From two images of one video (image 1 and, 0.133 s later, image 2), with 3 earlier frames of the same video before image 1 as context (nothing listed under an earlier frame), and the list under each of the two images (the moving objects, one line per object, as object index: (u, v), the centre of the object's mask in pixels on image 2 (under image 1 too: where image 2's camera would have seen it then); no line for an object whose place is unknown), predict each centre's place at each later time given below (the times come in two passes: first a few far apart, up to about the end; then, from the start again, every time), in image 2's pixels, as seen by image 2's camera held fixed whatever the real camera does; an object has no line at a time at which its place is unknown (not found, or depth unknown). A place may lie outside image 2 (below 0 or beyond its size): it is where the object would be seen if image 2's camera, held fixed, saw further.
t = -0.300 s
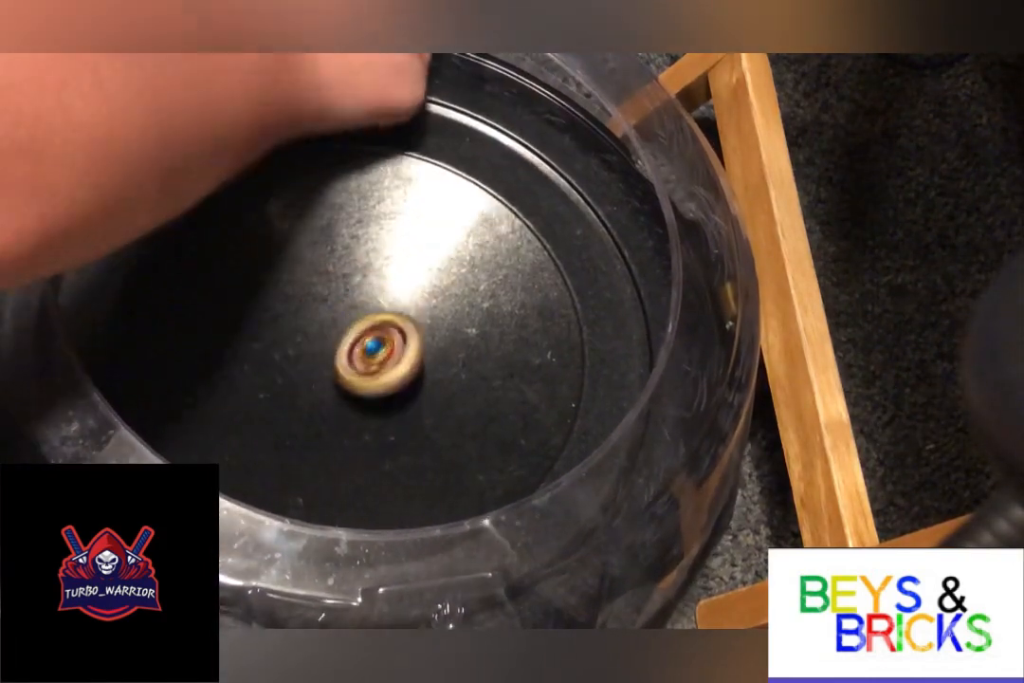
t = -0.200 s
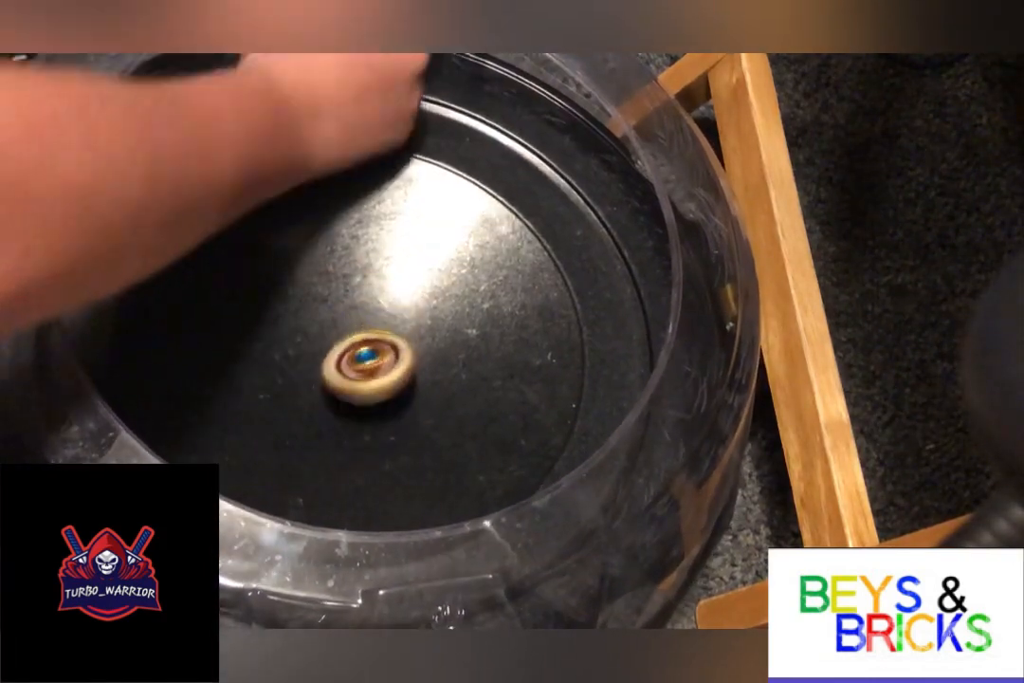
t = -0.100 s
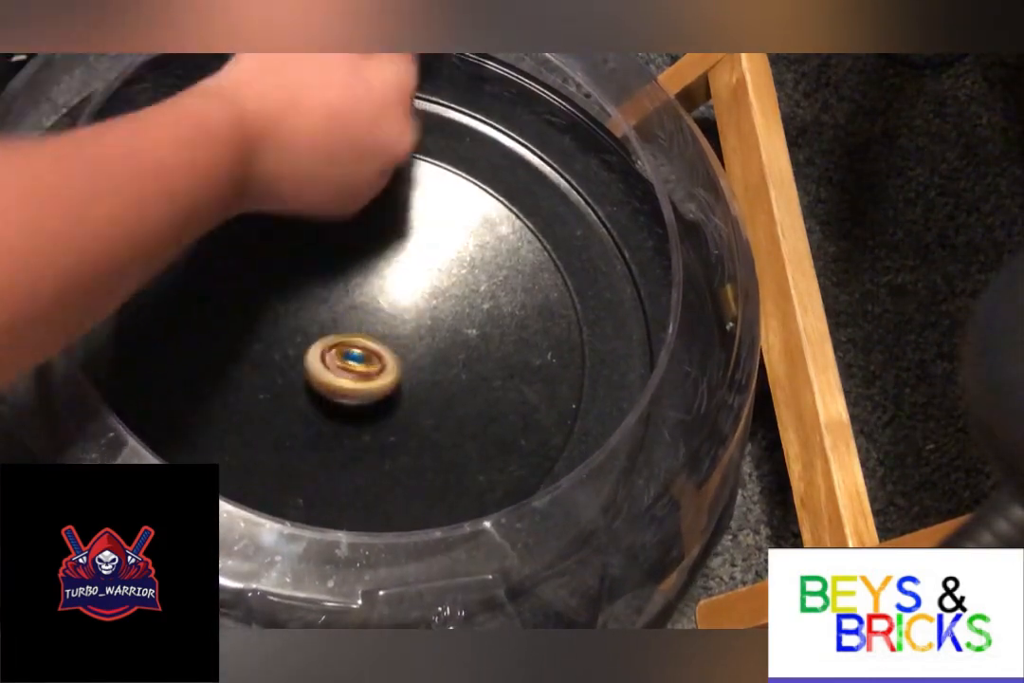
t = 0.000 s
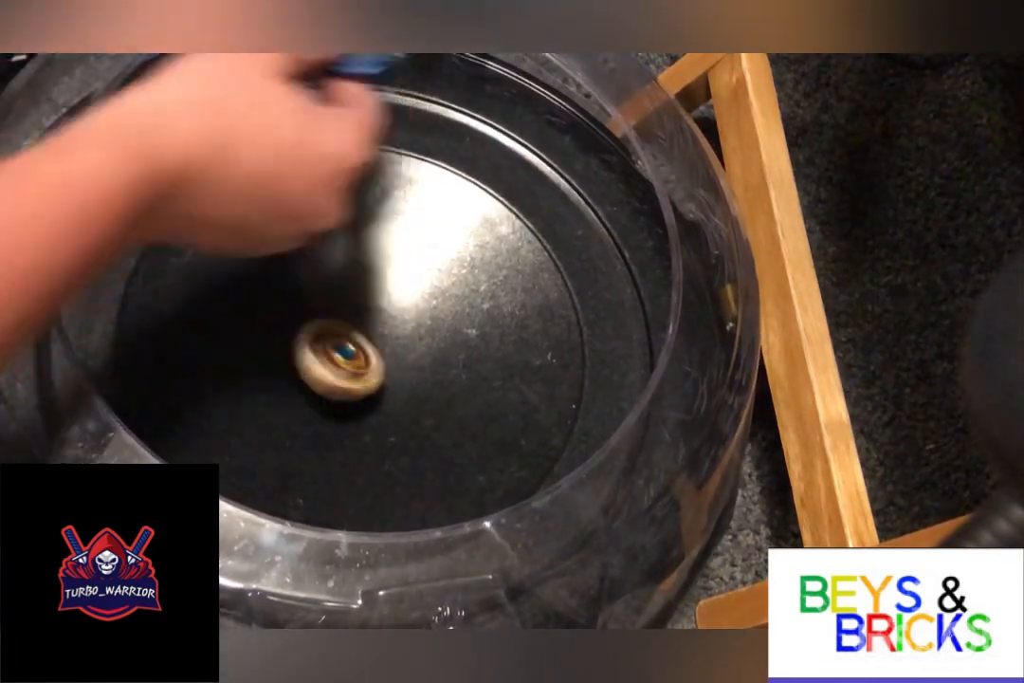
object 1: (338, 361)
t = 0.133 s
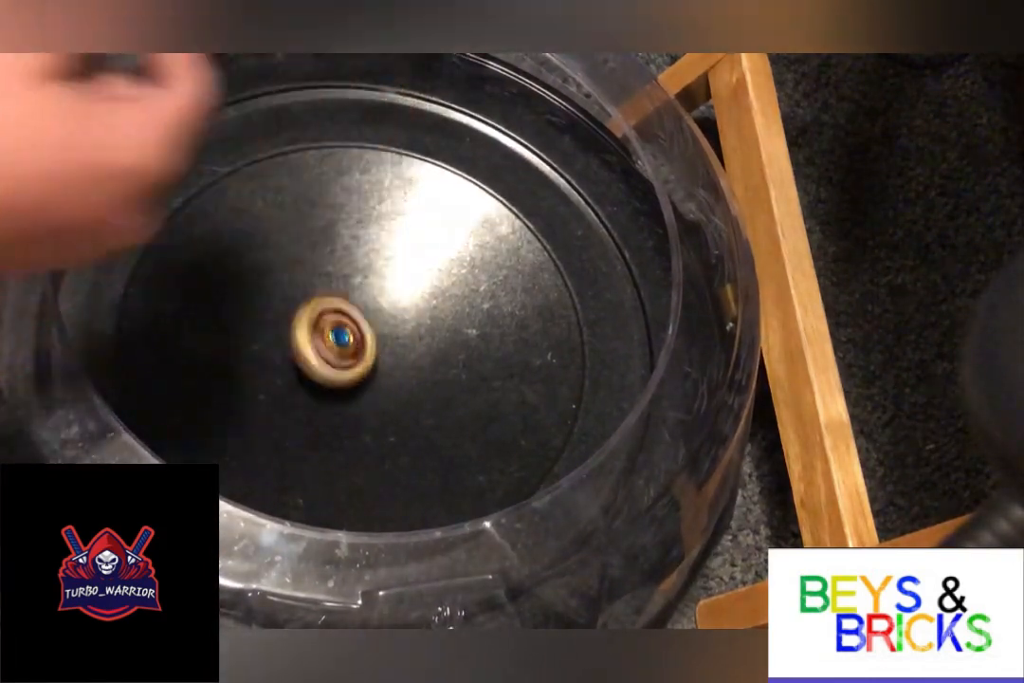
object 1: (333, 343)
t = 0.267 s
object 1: (348, 327)
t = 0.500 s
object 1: (379, 338)
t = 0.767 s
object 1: (363, 364)
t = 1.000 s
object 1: (339, 343)
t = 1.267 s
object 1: (365, 328)
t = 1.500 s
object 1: (374, 349)
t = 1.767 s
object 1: (345, 350)
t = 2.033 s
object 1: (353, 328)
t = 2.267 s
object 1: (369, 342)
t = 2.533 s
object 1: (350, 353)
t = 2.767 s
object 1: (348, 336)
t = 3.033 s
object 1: (366, 342)
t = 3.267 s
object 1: (356, 352)
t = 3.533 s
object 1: (352, 340)
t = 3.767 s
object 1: (365, 342)
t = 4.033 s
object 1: (356, 350)
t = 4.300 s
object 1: (356, 337)
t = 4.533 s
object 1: (366, 343)
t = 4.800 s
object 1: (355, 347)
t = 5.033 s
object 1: (357, 337)
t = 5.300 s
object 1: (365, 343)
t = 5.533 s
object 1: (355, 344)
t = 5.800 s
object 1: (358, 336)
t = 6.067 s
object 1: (363, 344)
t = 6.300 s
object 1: (354, 341)
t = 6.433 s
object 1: (354, 337)
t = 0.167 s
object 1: (335, 338)
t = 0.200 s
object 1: (338, 334)
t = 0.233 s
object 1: (344, 331)
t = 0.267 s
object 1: (348, 327)
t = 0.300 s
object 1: (352, 325)
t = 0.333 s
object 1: (358, 325)
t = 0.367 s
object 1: (363, 326)
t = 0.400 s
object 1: (369, 330)
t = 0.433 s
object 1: (374, 333)
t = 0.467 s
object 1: (376, 334)
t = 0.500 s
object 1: (379, 338)
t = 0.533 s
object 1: (381, 342)
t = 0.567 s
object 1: (381, 345)
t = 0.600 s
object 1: (381, 351)
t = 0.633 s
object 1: (378, 355)
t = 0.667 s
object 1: (375, 358)
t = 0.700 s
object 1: (372, 361)
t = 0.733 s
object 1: (367, 363)
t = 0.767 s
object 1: (363, 364)
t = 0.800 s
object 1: (359, 364)
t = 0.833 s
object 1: (354, 362)
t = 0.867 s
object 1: (350, 360)
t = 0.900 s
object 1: (346, 355)
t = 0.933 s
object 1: (343, 352)
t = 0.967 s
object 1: (340, 347)
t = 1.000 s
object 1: (339, 343)
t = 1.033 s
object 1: (340, 339)
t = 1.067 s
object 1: (342, 335)
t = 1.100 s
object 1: (346, 331)
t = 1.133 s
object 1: (348, 328)
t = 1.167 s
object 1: (352, 326)
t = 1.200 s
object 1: (356, 325)
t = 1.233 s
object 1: (361, 325)
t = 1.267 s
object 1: (365, 328)
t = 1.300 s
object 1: (369, 331)
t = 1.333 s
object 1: (372, 331)
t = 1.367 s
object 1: (374, 334)
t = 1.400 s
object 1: (376, 337)
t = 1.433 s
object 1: (375, 342)
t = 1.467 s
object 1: (375, 346)
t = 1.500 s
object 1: (374, 349)
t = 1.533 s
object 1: (372, 351)
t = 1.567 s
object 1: (369, 354)
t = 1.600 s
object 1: (365, 356)
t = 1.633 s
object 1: (360, 356)
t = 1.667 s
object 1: (355, 356)
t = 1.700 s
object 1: (351, 356)
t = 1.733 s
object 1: (347, 353)
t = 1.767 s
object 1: (345, 350)
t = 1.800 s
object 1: (343, 347)
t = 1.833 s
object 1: (341, 342)
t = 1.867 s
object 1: (341, 339)
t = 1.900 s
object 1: (341, 337)
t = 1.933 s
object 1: (344, 335)
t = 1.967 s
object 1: (347, 333)
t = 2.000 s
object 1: (349, 329)
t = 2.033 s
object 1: (353, 328)
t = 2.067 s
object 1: (357, 330)
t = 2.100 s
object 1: (360, 331)
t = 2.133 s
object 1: (364, 333)
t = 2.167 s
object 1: (366, 333)
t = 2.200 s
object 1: (368, 336)
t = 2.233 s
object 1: (369, 338)
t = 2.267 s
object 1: (369, 342)
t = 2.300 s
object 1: (369, 345)
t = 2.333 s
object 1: (368, 347)
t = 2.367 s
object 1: (365, 349)
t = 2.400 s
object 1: (362, 352)
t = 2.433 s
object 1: (360, 355)
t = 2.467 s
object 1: (355, 354)
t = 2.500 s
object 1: (354, 355)
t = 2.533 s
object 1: (350, 353)
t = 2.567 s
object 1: (347, 350)
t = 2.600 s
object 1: (345, 348)
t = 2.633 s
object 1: (344, 347)
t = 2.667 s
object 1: (344, 344)
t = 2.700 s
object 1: (345, 340)
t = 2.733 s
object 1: (346, 338)
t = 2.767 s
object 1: (348, 336)
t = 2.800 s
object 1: (350, 335)
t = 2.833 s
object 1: (353, 335)
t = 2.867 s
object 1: (355, 334)
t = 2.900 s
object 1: (358, 335)
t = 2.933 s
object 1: (361, 336)
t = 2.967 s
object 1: (363, 338)
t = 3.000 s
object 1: (365, 340)
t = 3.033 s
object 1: (366, 342)
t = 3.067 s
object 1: (366, 344)
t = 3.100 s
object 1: (366, 346)
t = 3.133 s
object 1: (366, 348)
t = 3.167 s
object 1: (363, 350)
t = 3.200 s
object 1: (359, 353)
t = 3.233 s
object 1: (358, 353)
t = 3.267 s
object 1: (356, 352)
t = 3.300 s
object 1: (355, 352)
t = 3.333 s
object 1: (352, 351)
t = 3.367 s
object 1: (349, 349)
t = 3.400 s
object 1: (349, 348)
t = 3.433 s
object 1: (350, 346)
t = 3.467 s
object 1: (351, 343)
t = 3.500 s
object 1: (351, 341)
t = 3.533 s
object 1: (352, 340)
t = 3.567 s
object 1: (354, 339)
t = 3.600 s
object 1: (356, 338)
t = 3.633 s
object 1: (358, 337)
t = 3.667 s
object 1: (361, 338)
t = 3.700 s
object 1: (363, 339)
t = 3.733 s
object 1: (364, 341)
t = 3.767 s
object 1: (365, 342)
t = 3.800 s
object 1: (365, 343)
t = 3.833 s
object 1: (366, 344)
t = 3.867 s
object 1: (365, 345)
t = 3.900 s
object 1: (364, 348)
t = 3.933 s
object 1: (363, 349)
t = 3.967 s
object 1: (362, 349)
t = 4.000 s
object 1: (359, 350)
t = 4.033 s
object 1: (356, 350)
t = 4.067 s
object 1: (356, 350)
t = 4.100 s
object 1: (355, 348)
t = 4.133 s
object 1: (354, 346)
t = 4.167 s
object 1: (353, 344)
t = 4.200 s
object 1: (352, 343)
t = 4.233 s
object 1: (354, 341)
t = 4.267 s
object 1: (355, 339)
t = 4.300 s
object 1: (356, 337)
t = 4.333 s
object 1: (358, 338)
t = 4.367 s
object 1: (360, 338)
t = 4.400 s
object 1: (361, 337)
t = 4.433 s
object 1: (362, 338)
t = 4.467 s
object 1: (364, 339)
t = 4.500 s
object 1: (366, 342)
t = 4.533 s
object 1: (366, 343)
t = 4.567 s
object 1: (367, 344)
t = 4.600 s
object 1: (364, 345)
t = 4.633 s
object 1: (363, 345)
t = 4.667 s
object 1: (364, 347)
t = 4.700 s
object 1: (362, 347)
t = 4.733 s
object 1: (359, 347)
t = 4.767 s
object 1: (357, 347)
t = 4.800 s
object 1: (355, 347)
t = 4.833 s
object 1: (355, 346)
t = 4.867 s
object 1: (354, 343)
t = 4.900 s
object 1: (353, 341)
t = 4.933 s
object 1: (355, 342)
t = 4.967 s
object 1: (355, 340)
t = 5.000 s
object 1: (356, 337)
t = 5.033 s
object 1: (357, 337)
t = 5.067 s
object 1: (359, 337)
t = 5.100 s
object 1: (361, 337)
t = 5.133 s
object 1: (362, 337)
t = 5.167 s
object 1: (364, 337)
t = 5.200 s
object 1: (365, 340)
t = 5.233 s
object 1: (365, 341)
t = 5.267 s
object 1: (365, 341)
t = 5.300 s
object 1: (365, 343)
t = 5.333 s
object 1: (363, 343)
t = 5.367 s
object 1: (365, 346)
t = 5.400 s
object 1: (363, 346)
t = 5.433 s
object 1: (360, 346)
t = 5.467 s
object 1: (358, 346)
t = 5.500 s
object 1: (357, 346)
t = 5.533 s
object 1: (355, 344)
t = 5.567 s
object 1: (354, 342)
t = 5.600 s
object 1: (353, 343)
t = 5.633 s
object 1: (354, 341)
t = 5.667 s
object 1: (354, 339)
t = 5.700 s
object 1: (354, 338)
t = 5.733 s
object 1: (356, 337)
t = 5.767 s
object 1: (357, 337)
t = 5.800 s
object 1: (358, 336)
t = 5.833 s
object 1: (361, 337)
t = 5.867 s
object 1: (362, 337)
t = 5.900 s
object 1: (363, 338)
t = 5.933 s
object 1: (364, 340)
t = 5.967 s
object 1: (362, 340)
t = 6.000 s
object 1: (364, 342)
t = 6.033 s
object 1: (363, 342)
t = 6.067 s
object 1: (363, 344)
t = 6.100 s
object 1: (361, 345)
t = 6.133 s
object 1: (361, 346)
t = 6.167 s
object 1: (359, 345)
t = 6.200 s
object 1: (356, 344)
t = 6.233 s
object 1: (355, 345)
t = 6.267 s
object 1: (355, 343)
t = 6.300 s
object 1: (354, 341)
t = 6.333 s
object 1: (353, 341)
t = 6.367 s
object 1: (354, 340)
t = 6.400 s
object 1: (354, 338)
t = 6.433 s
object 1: (354, 337)
